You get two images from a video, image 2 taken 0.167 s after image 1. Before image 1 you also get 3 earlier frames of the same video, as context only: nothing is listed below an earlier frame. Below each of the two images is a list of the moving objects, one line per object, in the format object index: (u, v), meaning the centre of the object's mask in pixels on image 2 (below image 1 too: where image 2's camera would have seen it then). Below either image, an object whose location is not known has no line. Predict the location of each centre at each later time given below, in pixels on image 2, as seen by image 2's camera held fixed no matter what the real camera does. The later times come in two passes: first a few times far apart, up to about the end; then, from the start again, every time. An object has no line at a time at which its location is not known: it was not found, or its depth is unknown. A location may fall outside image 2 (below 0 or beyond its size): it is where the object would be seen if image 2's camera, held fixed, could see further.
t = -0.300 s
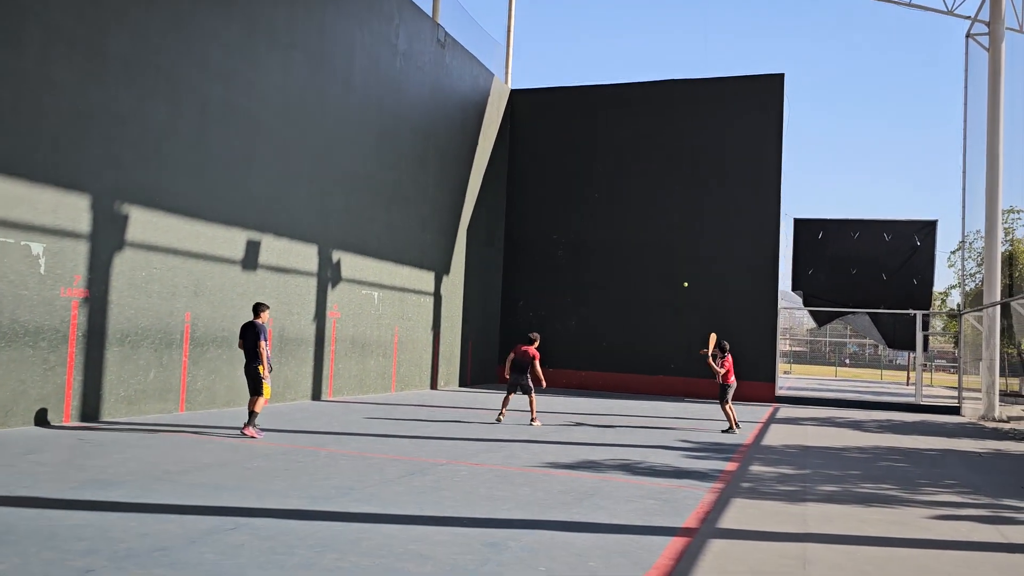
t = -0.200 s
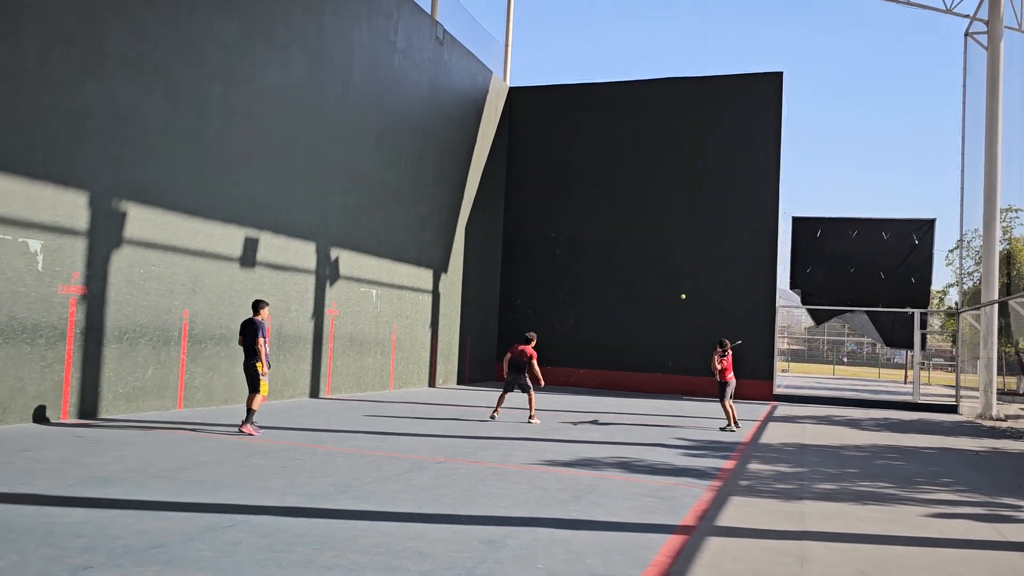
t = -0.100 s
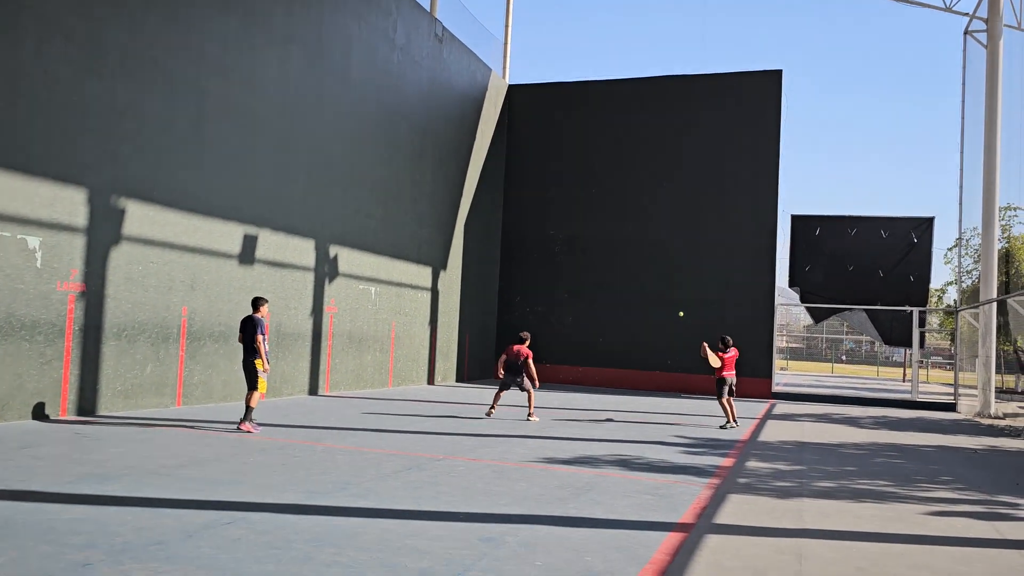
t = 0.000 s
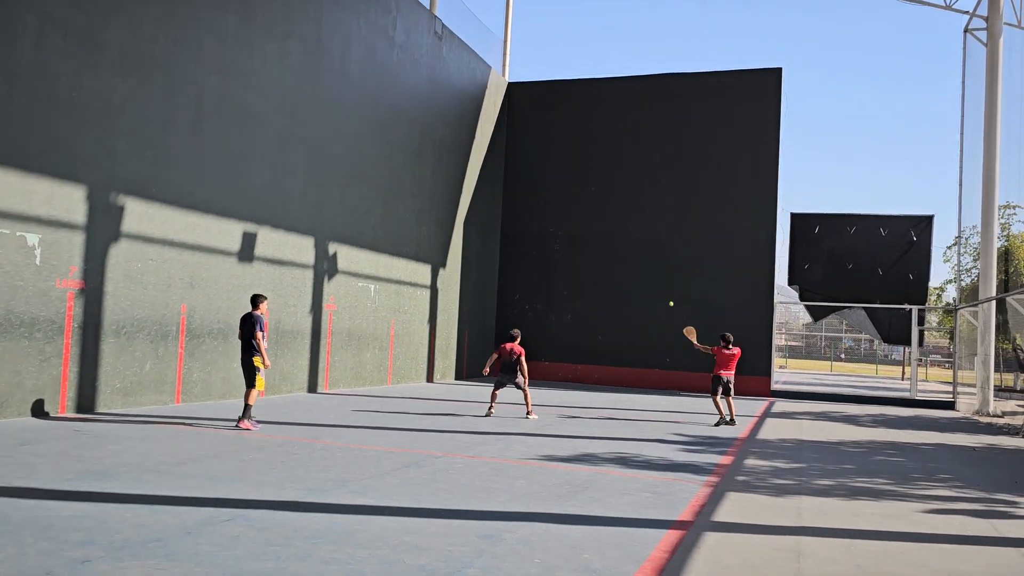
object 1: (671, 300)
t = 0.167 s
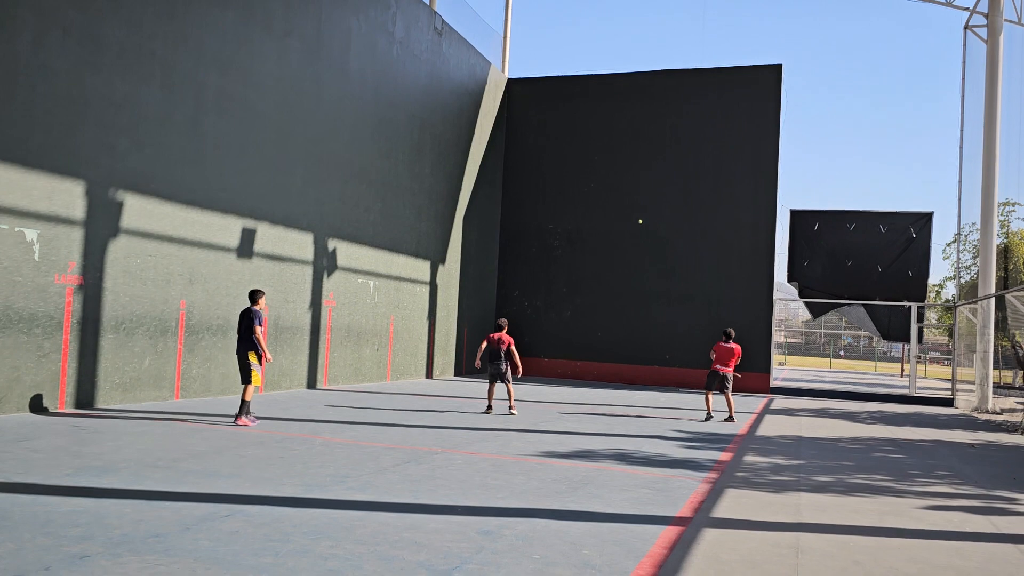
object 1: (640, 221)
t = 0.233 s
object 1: (631, 202)
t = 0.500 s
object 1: (602, 156)
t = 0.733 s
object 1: (554, 118)
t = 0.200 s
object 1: (636, 211)
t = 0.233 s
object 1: (631, 202)
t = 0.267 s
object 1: (627, 193)
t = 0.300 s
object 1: (623, 186)
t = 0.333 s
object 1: (620, 180)
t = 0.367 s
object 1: (616, 174)
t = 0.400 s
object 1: (613, 170)
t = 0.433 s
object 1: (610, 165)
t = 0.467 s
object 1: (608, 162)
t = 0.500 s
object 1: (602, 156)
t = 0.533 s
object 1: (596, 150)
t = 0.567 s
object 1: (589, 144)
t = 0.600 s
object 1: (582, 138)
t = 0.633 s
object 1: (575, 133)
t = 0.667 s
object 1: (568, 128)
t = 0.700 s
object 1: (561, 123)
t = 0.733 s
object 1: (554, 118)
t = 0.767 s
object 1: (546, 113)
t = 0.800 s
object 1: (538, 109)
